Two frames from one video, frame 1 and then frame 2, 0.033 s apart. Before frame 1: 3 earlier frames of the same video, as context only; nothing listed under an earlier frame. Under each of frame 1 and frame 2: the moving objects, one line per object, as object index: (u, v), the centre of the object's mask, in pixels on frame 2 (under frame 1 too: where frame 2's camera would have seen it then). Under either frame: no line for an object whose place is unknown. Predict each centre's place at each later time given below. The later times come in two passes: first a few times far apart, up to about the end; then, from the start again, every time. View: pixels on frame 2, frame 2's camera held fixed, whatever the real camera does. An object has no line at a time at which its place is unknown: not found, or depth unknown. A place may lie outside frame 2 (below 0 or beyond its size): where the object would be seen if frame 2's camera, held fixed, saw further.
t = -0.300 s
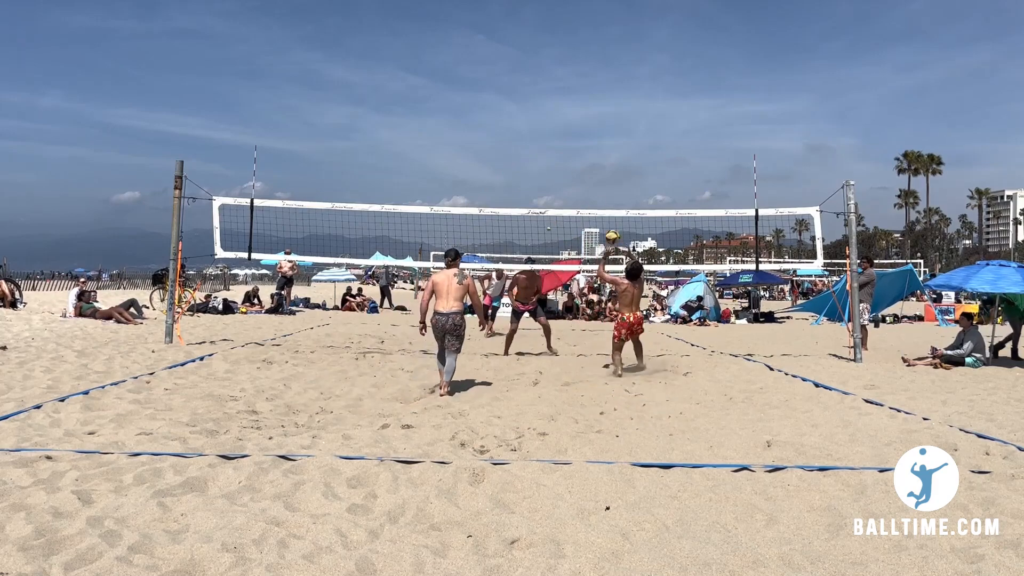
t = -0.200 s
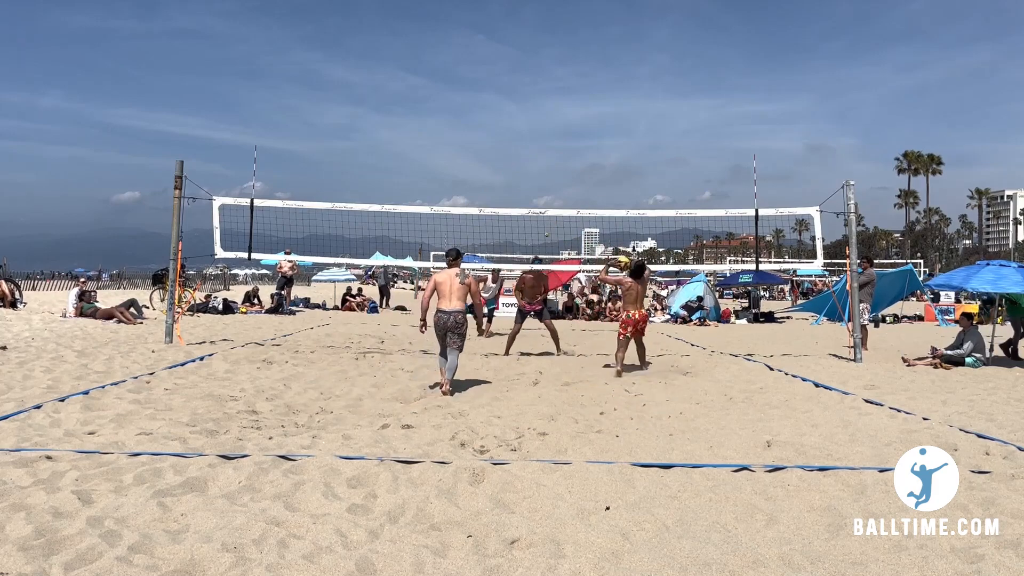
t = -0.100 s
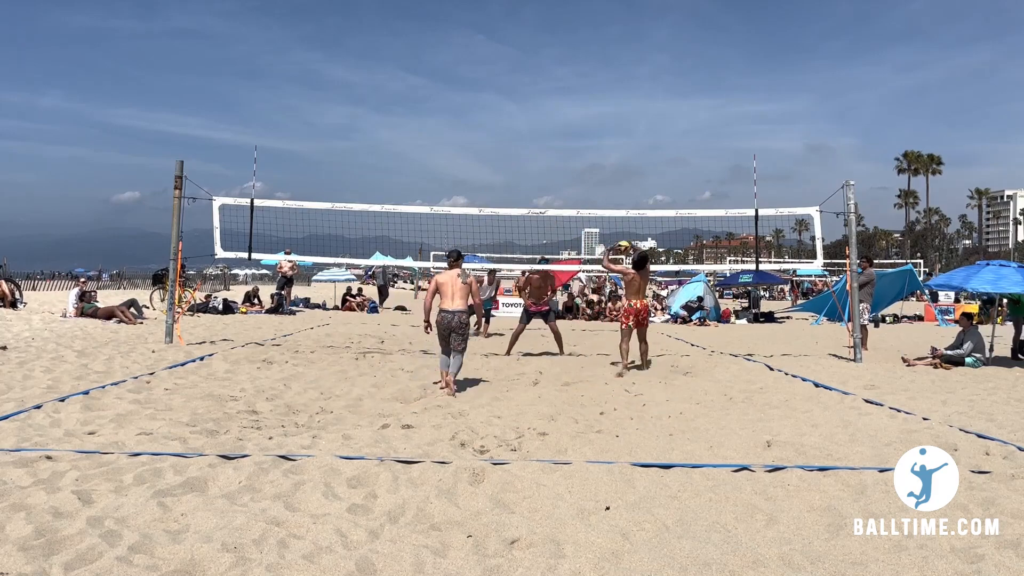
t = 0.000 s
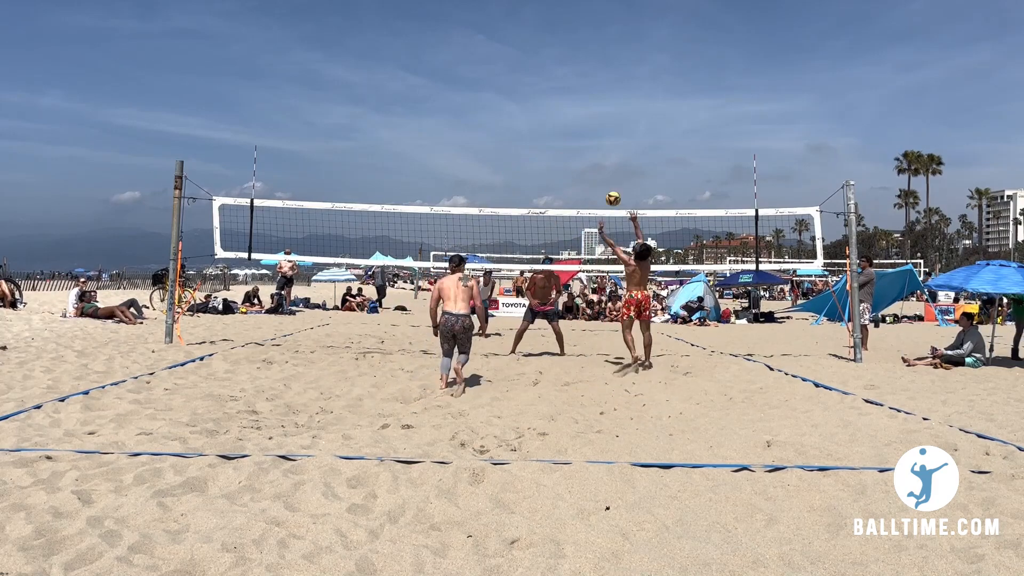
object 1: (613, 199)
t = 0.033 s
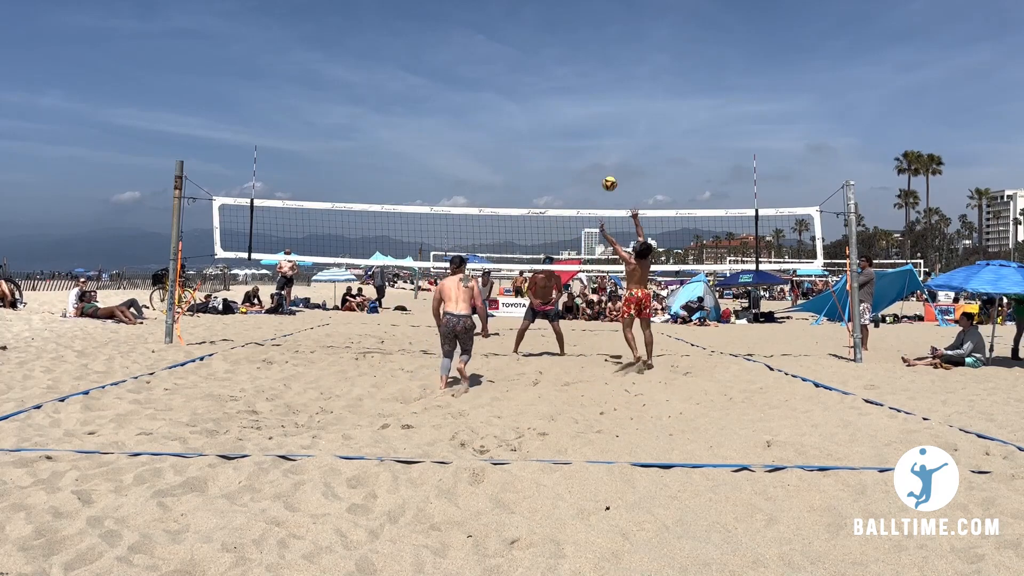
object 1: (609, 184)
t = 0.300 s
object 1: (588, 95)
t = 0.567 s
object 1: (571, 58)
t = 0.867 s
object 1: (556, 74)
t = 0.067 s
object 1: (606, 170)
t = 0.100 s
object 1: (603, 157)
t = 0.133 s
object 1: (600, 144)
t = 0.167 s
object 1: (597, 133)
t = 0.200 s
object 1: (594, 122)
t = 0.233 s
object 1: (592, 112)
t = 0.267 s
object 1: (589, 104)
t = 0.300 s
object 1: (588, 95)
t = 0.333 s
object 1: (585, 88)
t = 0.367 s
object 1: (583, 81)
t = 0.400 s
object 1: (581, 76)
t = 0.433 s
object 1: (579, 71)
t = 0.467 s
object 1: (577, 66)
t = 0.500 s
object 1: (575, 63)
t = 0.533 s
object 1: (573, 60)
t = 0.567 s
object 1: (571, 58)
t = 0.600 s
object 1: (570, 57)
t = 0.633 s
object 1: (568, 57)
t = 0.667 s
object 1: (566, 57)
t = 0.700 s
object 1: (564, 58)
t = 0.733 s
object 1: (563, 60)
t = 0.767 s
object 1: (561, 62)
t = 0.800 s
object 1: (559, 66)
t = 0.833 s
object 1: (557, 70)
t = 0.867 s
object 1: (556, 74)
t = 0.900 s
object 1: (554, 79)
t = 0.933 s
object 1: (553, 85)
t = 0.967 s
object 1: (551, 92)
